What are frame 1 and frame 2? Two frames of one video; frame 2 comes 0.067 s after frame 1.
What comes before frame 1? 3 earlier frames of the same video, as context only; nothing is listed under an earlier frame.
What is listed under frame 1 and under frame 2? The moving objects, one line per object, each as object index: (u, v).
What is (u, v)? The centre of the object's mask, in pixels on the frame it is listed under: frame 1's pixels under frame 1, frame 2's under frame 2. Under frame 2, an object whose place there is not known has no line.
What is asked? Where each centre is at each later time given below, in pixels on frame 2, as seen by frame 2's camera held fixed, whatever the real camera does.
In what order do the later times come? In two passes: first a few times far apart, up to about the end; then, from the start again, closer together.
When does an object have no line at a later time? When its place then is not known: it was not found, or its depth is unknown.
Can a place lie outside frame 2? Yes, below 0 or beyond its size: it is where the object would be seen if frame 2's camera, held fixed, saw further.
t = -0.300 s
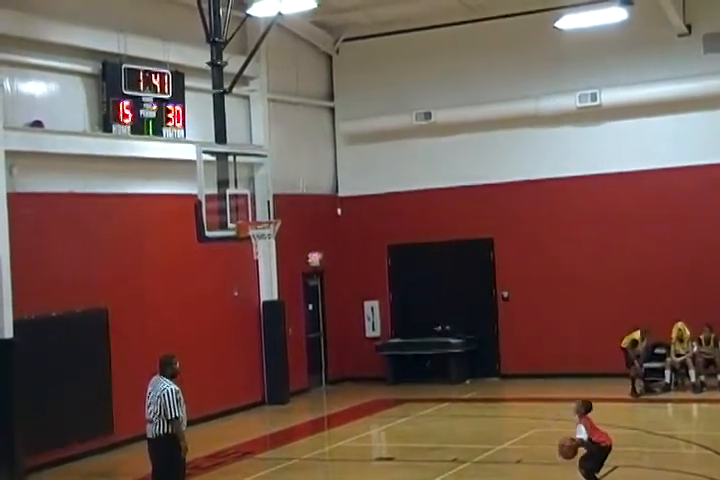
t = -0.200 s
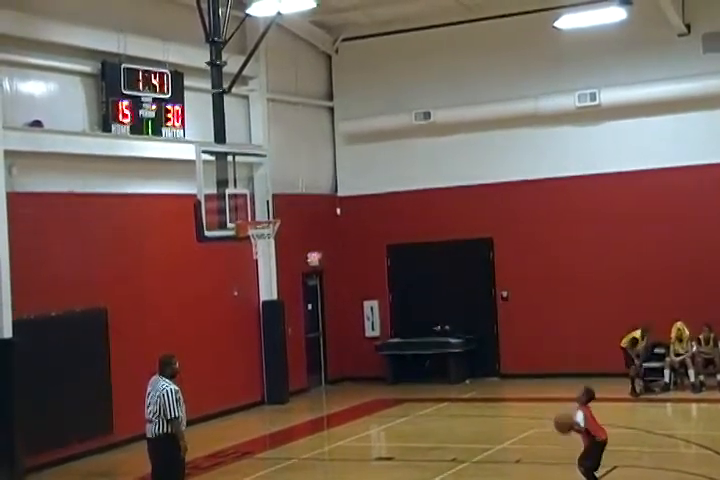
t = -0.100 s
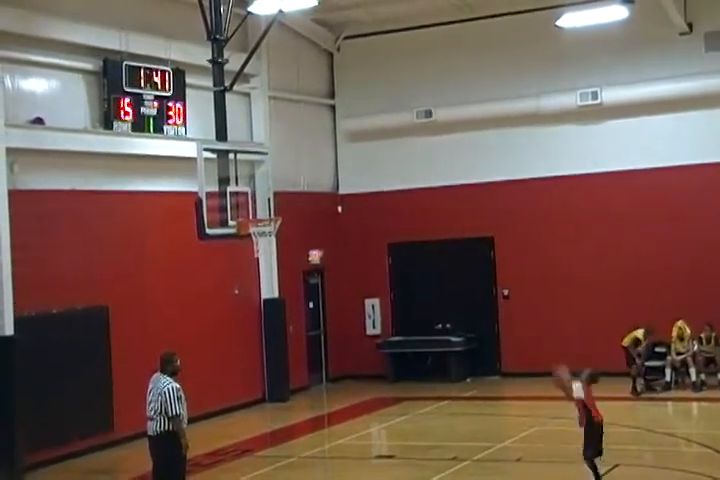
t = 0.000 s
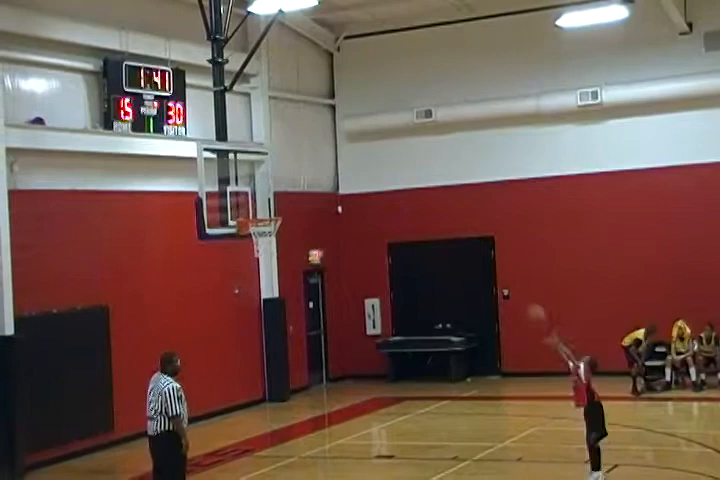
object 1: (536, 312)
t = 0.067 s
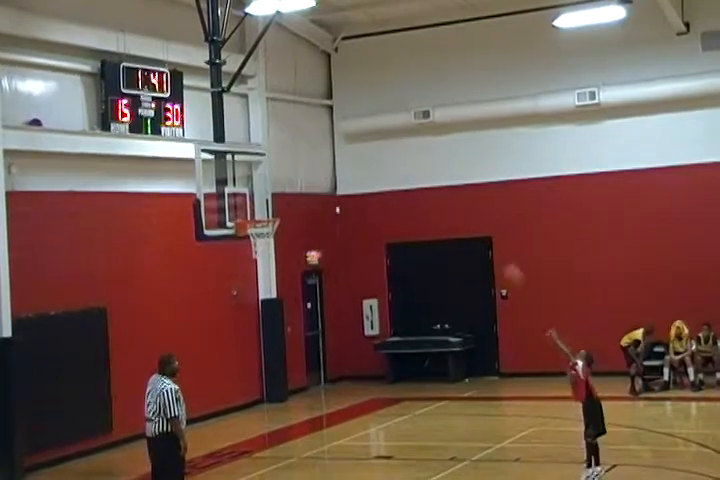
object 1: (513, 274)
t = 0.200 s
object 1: (473, 210)
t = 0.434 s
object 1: (408, 147)
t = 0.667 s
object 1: (351, 129)
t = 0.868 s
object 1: (308, 150)
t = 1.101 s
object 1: (260, 213)
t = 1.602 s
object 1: (297, 456)
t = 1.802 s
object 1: (321, 385)
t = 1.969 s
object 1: (342, 330)
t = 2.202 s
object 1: (372, 289)
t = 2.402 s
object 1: (400, 288)
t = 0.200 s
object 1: (473, 210)
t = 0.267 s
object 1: (454, 185)
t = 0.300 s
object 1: (444, 178)
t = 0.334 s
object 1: (435, 169)
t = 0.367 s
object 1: (426, 160)
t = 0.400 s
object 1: (417, 153)
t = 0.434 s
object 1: (408, 147)
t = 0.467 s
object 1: (400, 142)
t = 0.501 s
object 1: (391, 137)
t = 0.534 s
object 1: (383, 133)
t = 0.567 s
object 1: (375, 131)
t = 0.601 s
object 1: (367, 130)
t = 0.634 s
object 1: (359, 128)
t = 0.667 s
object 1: (351, 129)
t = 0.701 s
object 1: (343, 131)
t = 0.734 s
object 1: (336, 132)
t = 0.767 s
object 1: (329, 134)
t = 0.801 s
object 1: (321, 139)
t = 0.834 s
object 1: (314, 144)
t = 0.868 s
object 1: (308, 150)
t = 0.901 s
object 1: (301, 156)
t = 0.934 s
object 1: (293, 165)
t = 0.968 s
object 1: (286, 172)
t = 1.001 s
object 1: (279, 182)
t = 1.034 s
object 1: (272, 190)
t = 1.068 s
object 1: (265, 202)
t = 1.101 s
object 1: (260, 213)
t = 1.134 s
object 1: (258, 223)
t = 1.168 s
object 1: (259, 232)
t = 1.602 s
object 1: (297, 456)
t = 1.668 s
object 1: (304, 453)
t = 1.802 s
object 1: (321, 385)
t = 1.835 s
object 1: (326, 373)
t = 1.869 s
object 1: (330, 364)
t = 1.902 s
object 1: (333, 351)
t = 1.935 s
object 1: (337, 339)
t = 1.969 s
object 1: (342, 330)
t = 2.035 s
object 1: (350, 313)
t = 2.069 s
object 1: (354, 305)
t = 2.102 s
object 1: (358, 300)
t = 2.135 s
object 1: (363, 294)
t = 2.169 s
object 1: (367, 290)
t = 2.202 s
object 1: (372, 289)
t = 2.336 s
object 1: (391, 284)
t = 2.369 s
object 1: (395, 285)
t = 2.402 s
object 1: (400, 288)
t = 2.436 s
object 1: (406, 291)
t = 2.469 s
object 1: (411, 295)
